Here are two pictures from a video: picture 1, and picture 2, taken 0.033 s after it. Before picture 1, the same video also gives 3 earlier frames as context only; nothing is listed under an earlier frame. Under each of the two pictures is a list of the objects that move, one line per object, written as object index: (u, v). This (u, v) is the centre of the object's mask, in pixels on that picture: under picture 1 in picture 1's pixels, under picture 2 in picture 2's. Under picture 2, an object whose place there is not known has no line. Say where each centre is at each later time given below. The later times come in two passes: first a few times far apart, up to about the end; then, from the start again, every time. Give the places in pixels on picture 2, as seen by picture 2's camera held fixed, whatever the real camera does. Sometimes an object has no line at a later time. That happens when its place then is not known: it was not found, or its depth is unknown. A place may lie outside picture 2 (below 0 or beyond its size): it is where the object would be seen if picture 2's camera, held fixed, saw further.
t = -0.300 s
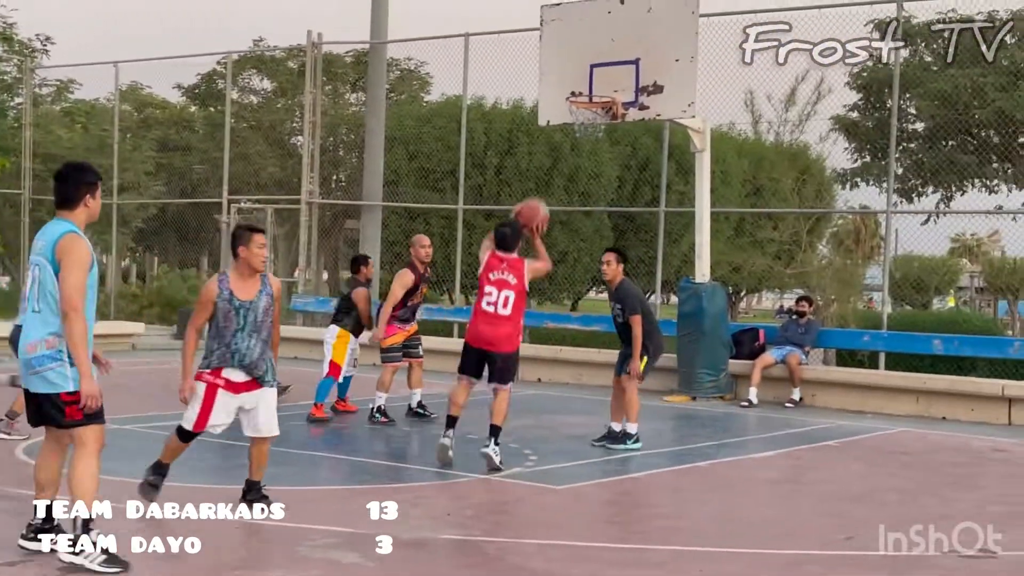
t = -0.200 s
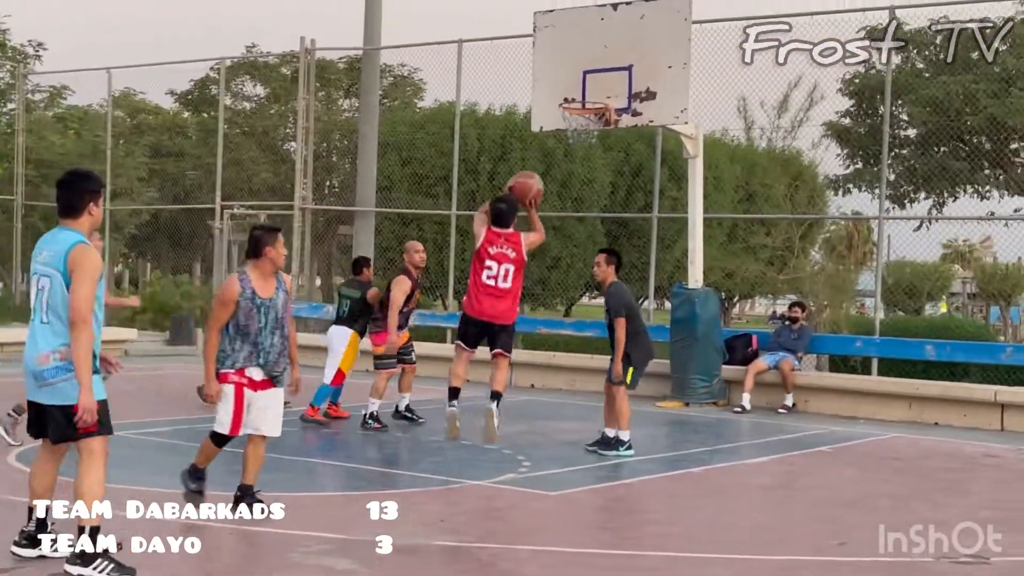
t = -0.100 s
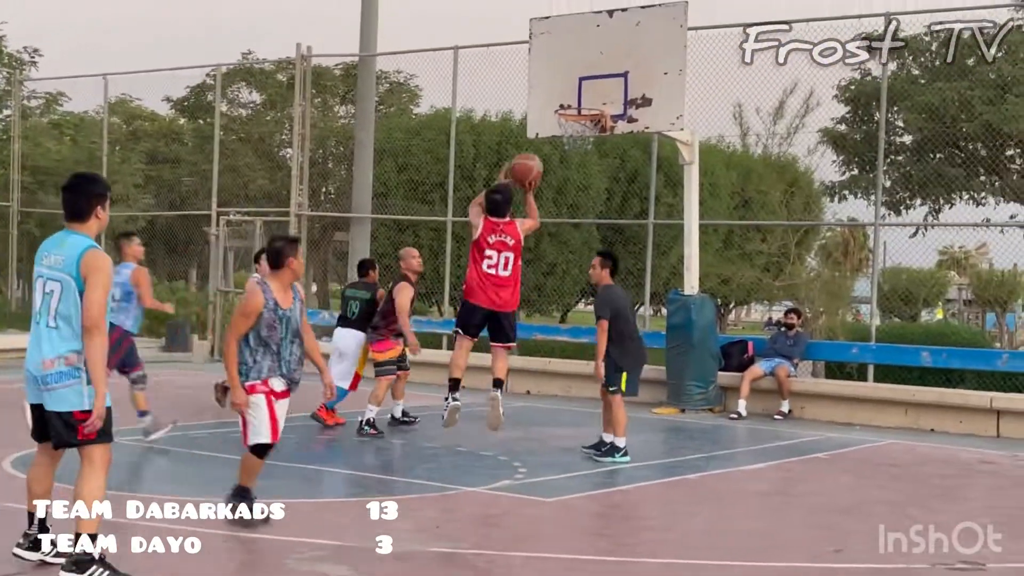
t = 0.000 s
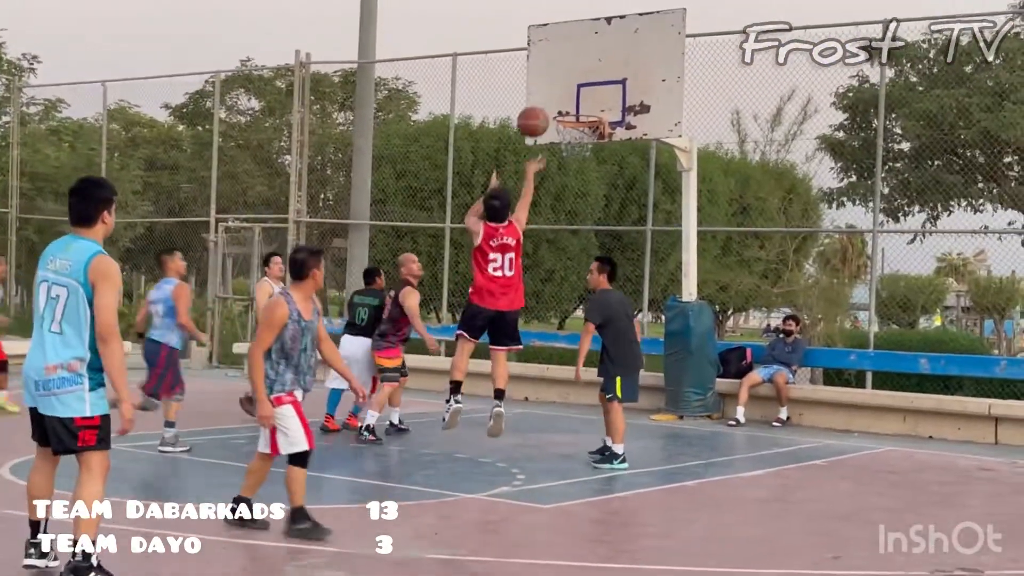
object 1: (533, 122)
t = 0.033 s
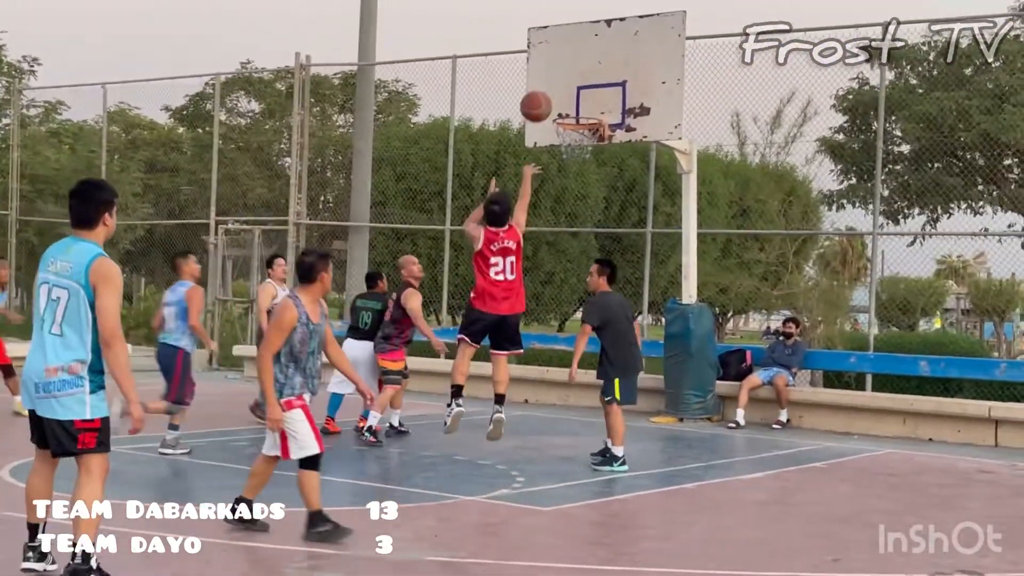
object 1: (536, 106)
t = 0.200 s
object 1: (550, 45)
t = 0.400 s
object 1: (563, 22)
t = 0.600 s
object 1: (574, 46)
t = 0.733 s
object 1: (580, 85)
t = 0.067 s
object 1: (539, 91)
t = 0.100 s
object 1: (541, 77)
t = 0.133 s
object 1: (544, 64)
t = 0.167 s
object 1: (547, 54)
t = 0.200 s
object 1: (550, 45)
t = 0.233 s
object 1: (552, 37)
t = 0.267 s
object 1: (555, 31)
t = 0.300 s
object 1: (557, 27)
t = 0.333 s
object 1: (559, 24)
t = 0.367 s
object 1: (561, 22)
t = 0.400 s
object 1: (563, 22)
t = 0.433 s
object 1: (566, 23)
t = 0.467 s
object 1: (567, 25)
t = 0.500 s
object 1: (569, 29)
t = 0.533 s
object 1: (571, 33)
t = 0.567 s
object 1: (572, 39)
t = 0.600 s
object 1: (574, 46)
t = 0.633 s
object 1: (576, 54)
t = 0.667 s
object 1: (577, 64)
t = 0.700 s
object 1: (578, 74)
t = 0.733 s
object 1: (580, 85)
